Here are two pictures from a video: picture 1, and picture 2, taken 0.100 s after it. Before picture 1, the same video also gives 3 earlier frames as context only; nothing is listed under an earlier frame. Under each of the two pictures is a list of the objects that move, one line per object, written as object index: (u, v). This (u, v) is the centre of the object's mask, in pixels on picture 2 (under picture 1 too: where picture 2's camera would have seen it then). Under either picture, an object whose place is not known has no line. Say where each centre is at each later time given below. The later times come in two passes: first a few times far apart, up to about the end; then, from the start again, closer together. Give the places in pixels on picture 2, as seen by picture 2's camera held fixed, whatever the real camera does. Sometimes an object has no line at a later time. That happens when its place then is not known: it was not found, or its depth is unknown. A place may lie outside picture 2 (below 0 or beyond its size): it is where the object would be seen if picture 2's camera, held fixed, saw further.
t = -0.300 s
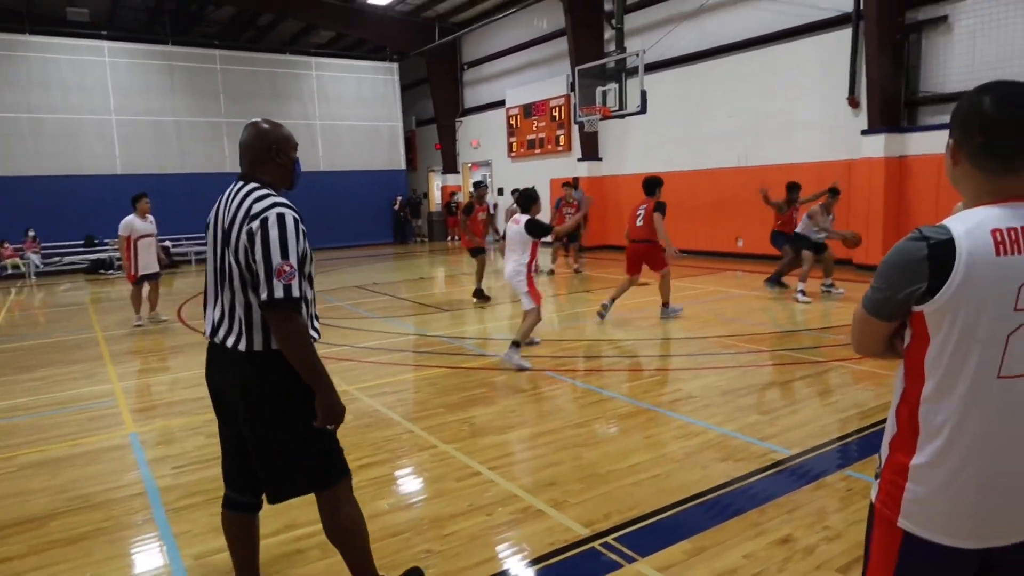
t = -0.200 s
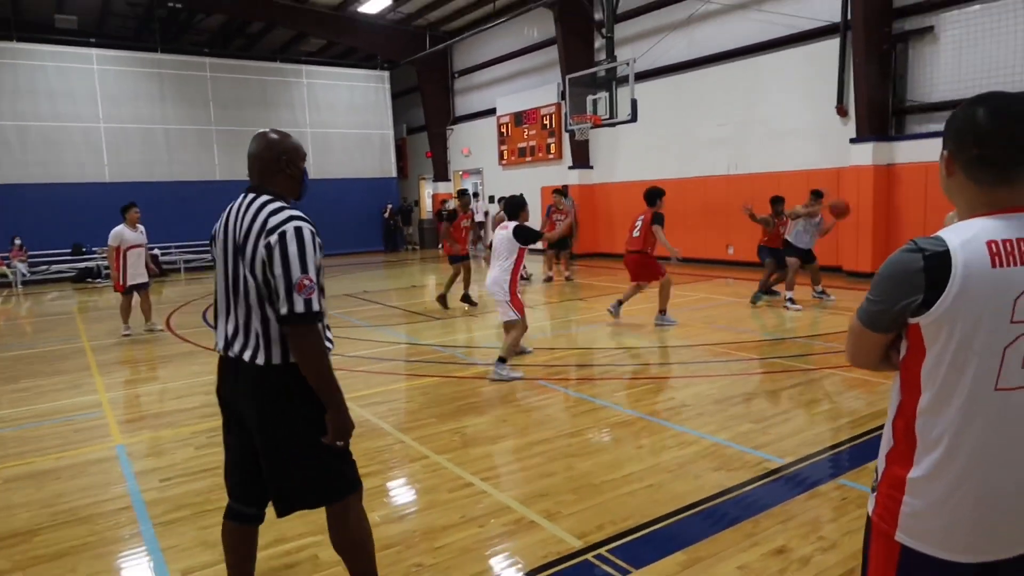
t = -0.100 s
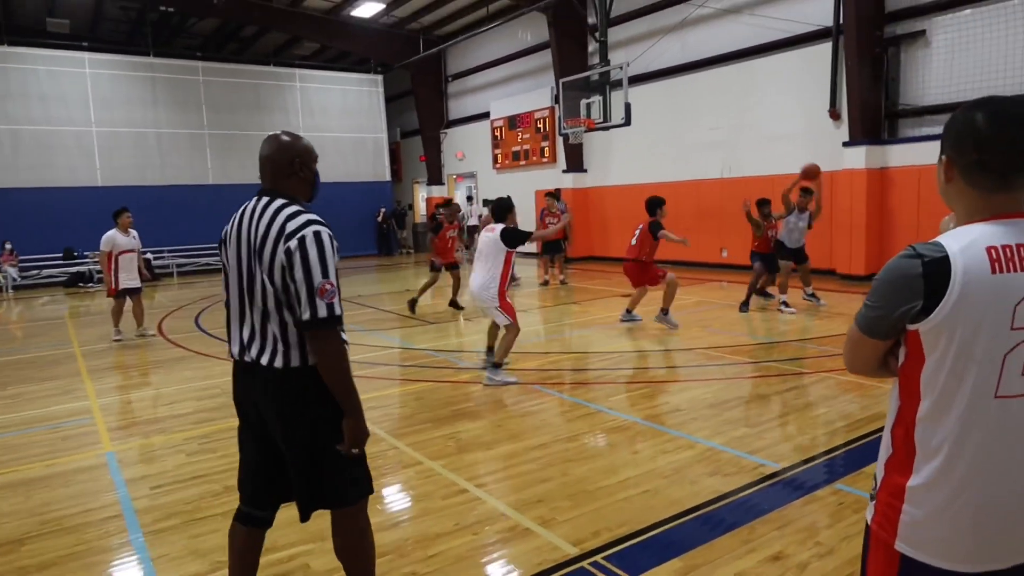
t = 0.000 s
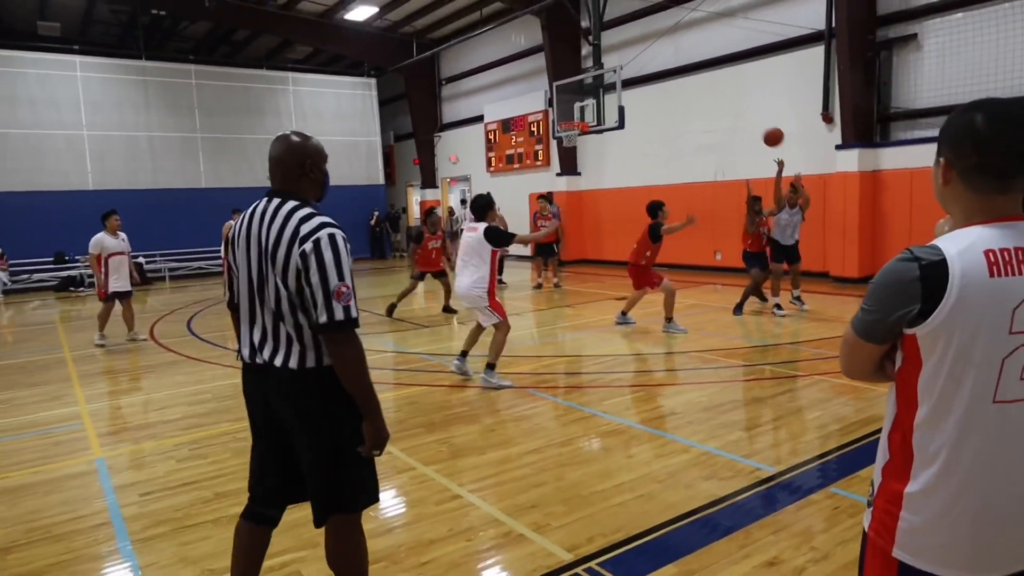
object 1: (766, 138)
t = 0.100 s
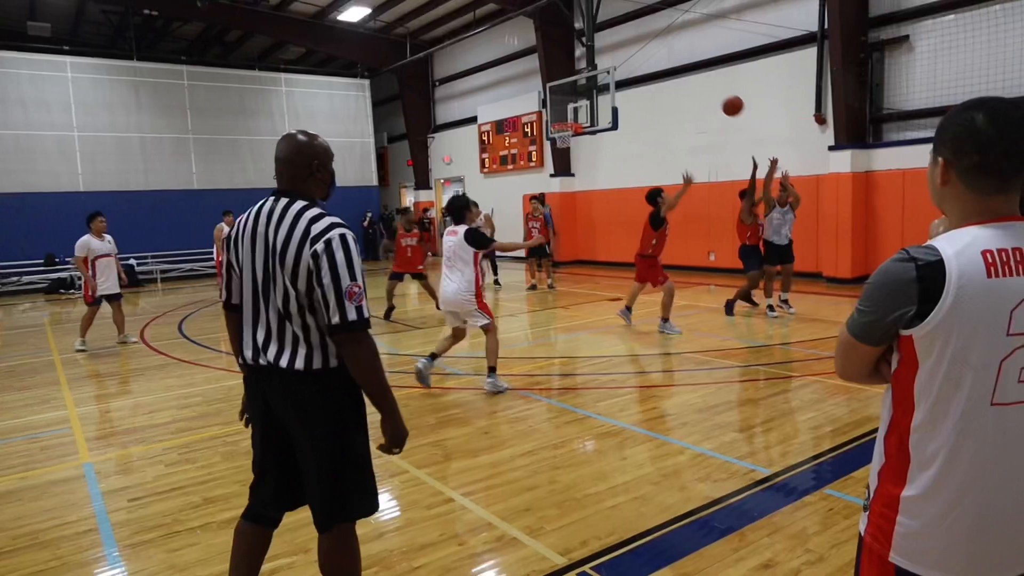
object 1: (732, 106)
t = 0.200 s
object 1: (695, 79)
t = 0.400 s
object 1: (610, 48)
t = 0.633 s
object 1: (491, 60)
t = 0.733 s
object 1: (434, 87)
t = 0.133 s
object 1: (721, 96)
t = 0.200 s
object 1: (695, 79)
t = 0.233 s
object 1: (683, 72)
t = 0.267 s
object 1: (669, 65)
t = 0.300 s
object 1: (654, 60)
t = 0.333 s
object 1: (640, 55)
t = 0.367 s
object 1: (625, 51)
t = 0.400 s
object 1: (610, 48)
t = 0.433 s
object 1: (595, 46)
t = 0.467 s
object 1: (578, 45)
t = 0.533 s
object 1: (545, 48)
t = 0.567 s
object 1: (527, 50)
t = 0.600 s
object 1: (510, 54)
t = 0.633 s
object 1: (491, 60)
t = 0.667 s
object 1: (473, 68)
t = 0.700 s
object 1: (455, 76)
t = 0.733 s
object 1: (434, 87)
